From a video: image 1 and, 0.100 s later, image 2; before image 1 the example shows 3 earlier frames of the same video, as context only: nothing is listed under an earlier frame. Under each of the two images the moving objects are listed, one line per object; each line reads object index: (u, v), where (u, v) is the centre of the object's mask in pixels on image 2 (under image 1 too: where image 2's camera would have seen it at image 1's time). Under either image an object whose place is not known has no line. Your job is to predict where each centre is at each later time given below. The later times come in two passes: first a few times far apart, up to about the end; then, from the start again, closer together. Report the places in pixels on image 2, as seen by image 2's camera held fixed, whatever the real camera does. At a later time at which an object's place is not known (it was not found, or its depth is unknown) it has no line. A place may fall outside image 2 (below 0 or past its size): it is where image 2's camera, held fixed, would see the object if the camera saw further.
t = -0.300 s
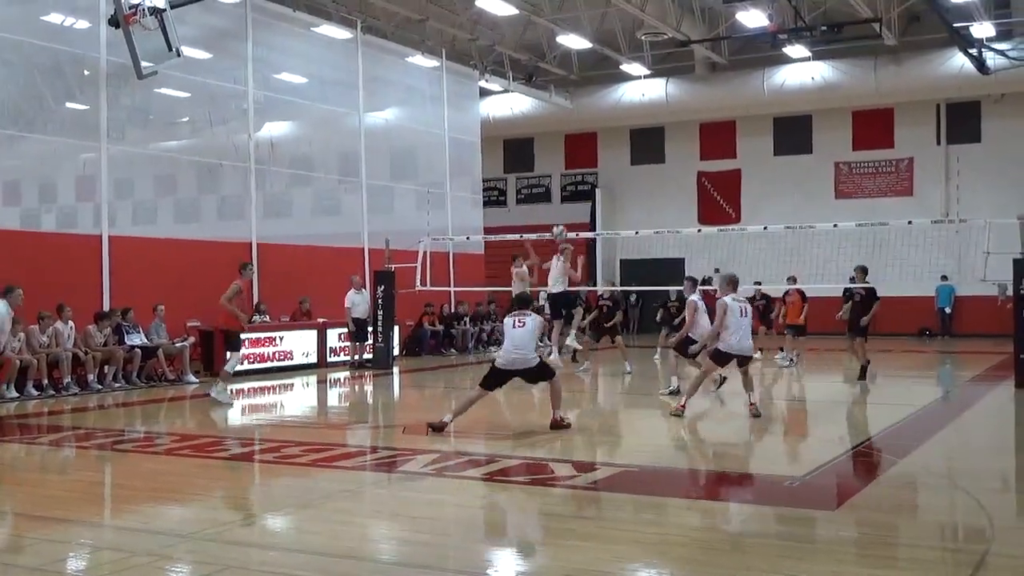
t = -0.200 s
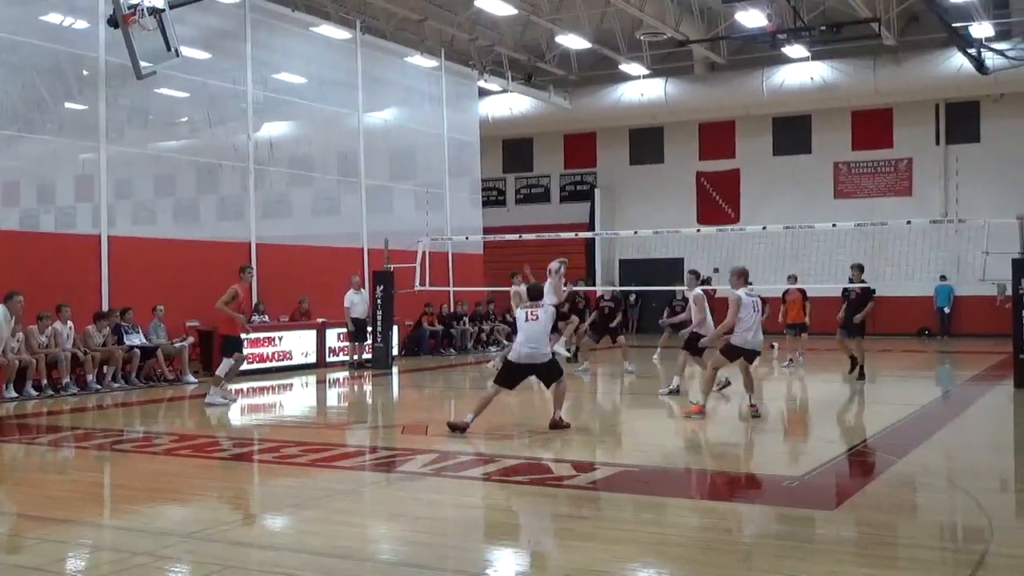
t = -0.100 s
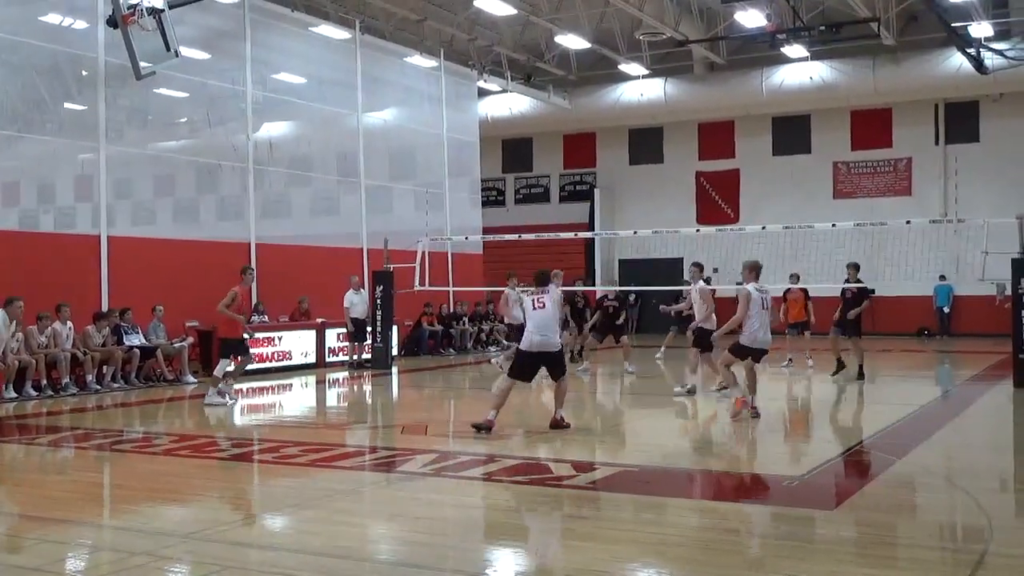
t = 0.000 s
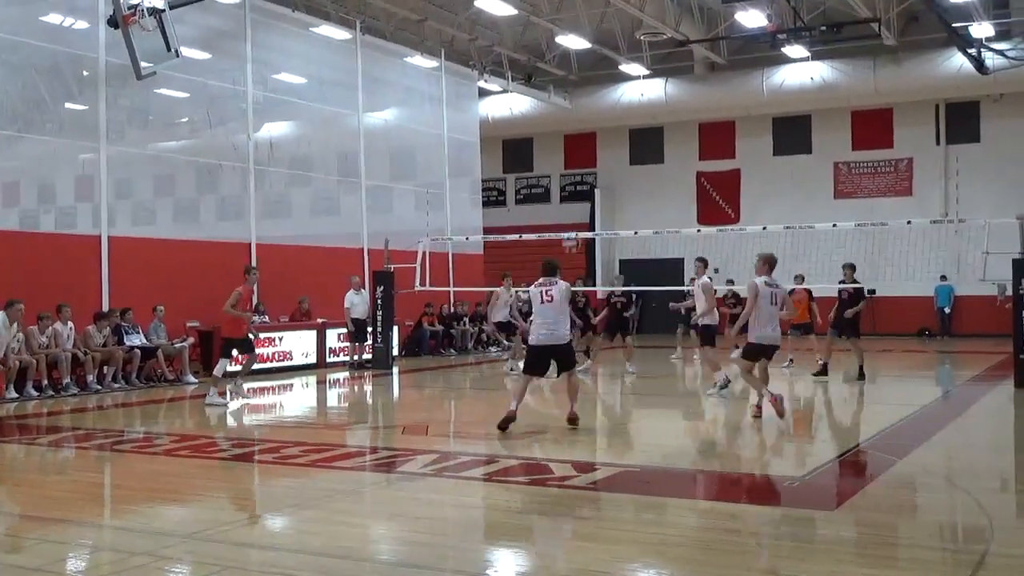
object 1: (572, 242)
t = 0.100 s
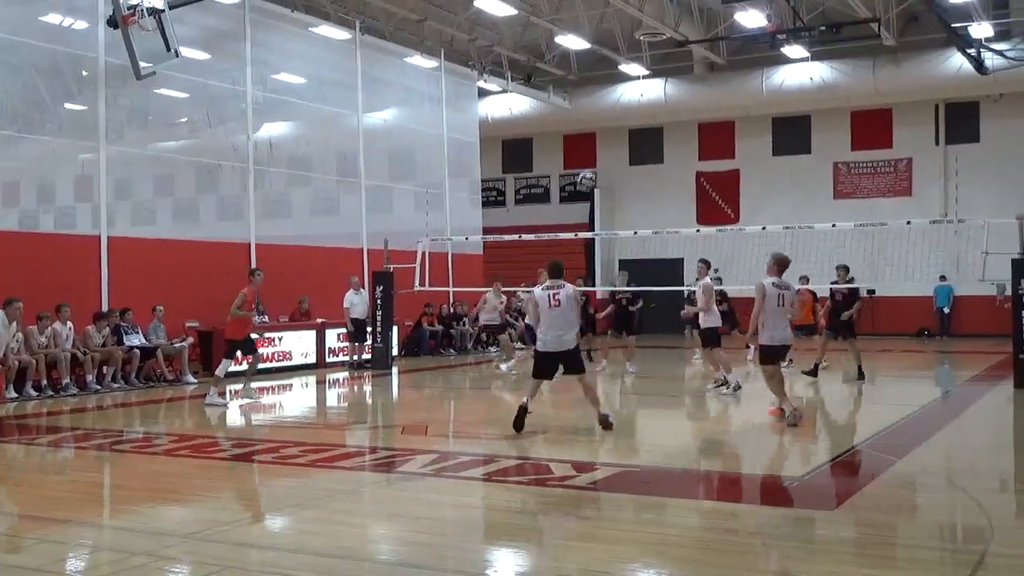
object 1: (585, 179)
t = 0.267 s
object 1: (611, 104)
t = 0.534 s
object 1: (645, 34)
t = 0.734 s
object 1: (671, 20)
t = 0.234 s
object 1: (607, 116)
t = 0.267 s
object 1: (611, 104)
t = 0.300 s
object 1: (616, 91)
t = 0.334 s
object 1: (620, 79)
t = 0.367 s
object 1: (624, 70)
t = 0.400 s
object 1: (630, 57)
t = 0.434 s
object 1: (634, 52)
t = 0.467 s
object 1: (637, 45)
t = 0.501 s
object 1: (642, 39)
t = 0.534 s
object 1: (645, 34)
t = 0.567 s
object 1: (651, 30)
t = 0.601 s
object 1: (656, 24)
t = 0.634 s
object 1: (659, 24)
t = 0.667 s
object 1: (662, 22)
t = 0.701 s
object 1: (668, 20)
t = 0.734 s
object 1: (671, 20)
